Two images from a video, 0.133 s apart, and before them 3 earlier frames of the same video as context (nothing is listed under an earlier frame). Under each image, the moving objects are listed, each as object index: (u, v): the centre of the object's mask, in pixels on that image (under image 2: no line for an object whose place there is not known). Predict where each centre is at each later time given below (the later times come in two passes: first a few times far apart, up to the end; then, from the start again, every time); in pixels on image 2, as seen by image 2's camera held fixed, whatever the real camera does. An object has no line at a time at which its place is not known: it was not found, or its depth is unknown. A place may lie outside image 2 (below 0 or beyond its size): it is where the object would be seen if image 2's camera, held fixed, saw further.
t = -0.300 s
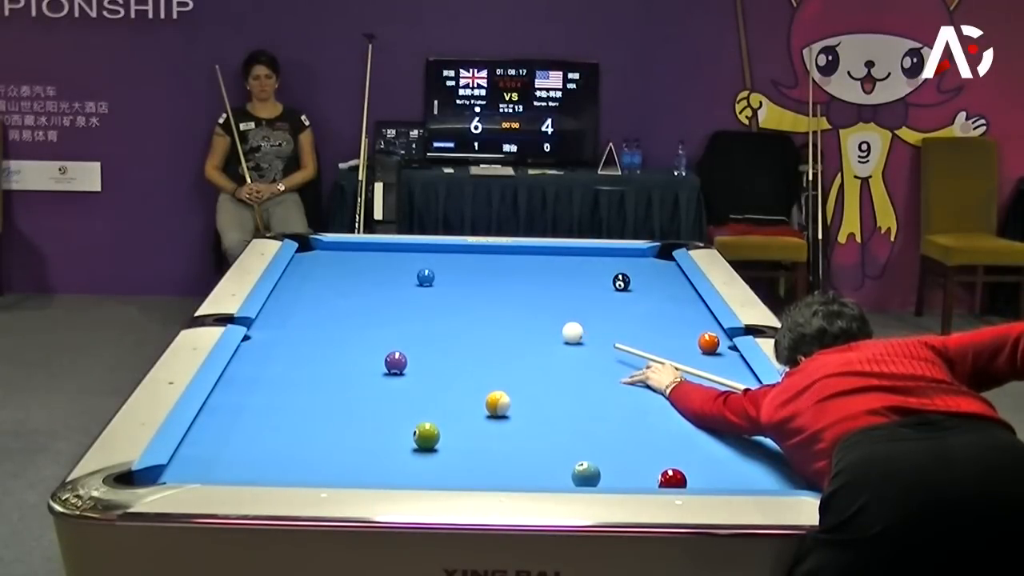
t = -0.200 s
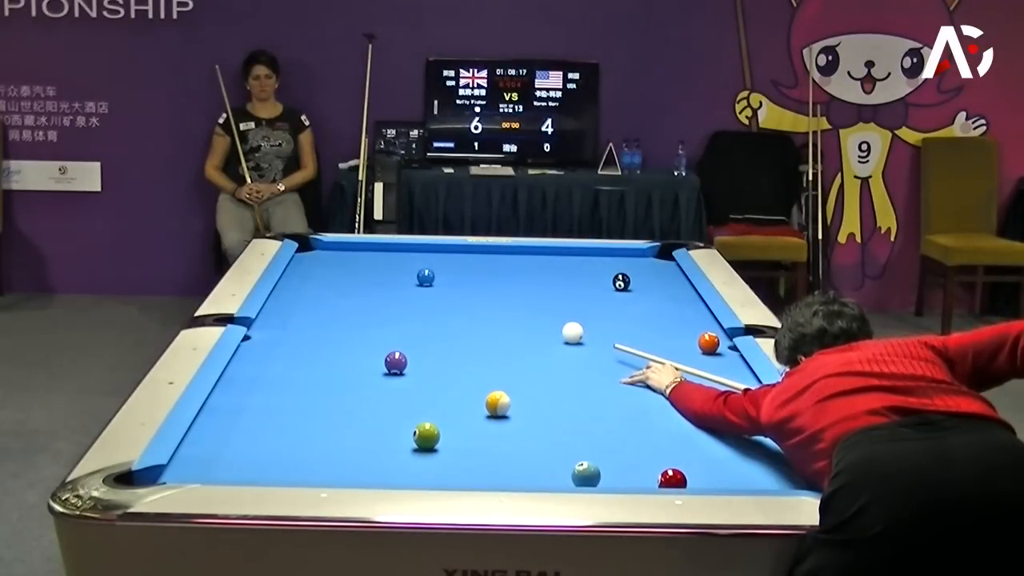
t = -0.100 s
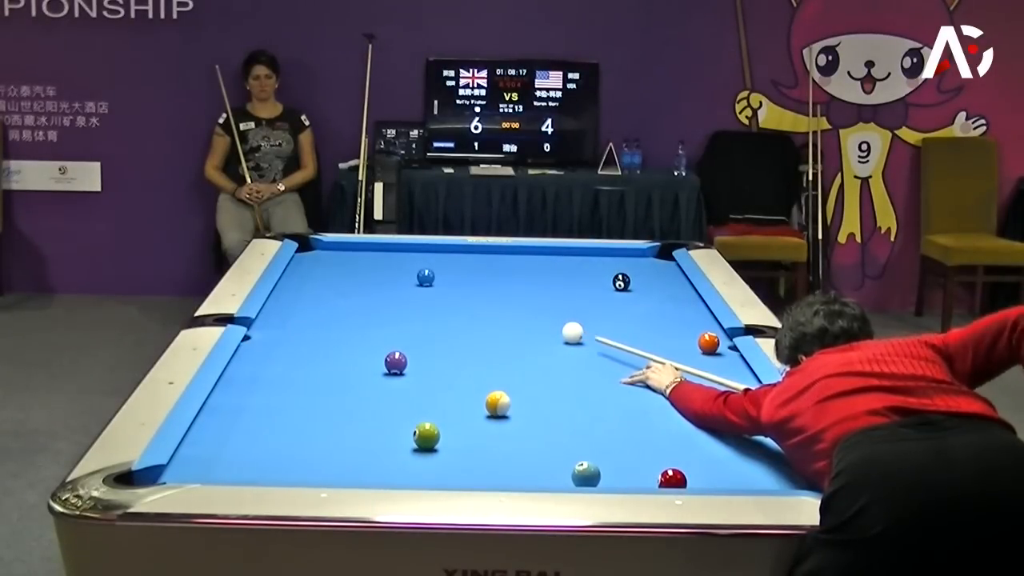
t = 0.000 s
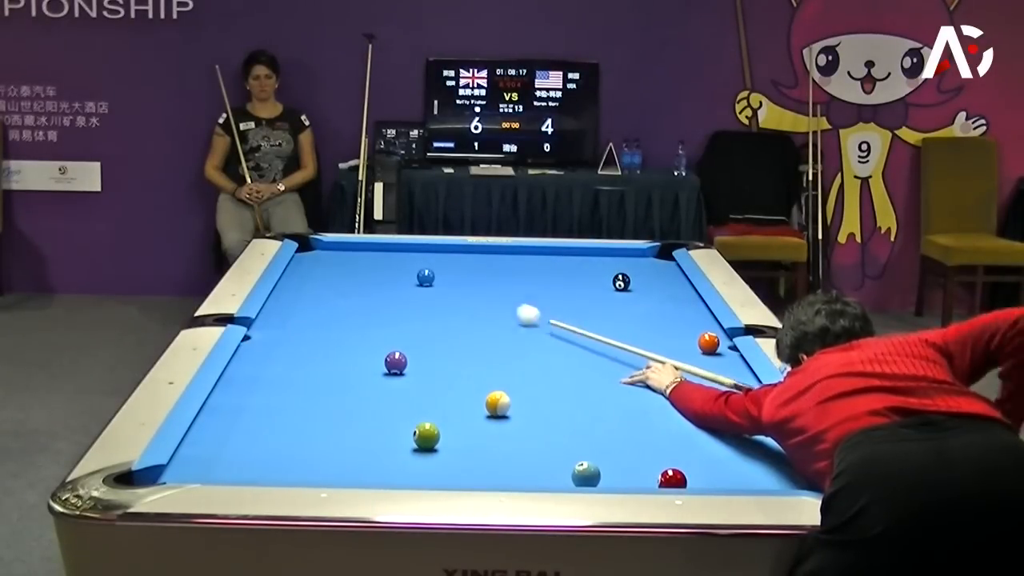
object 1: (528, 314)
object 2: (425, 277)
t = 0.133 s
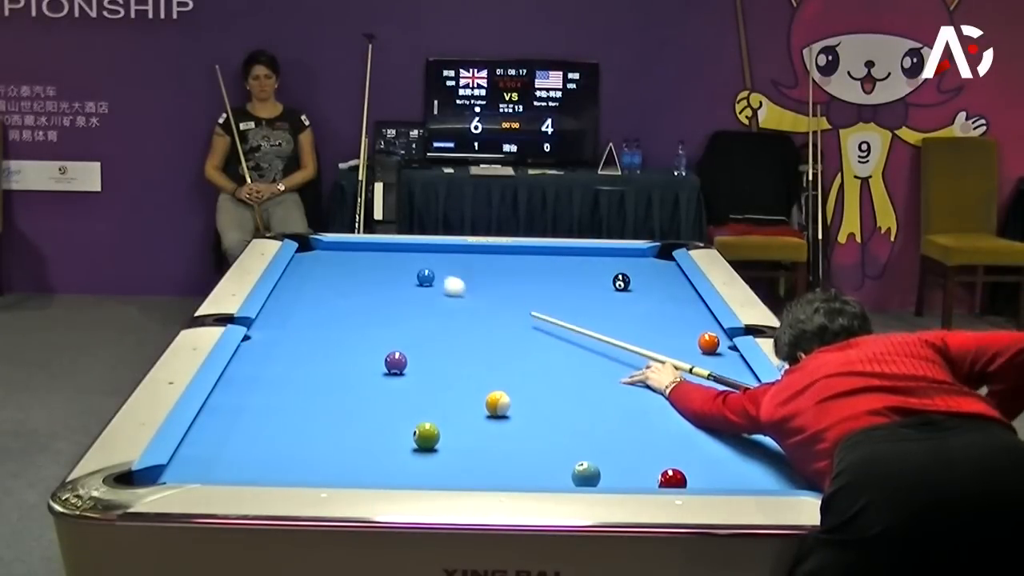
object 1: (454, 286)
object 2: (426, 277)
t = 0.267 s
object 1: (446, 277)
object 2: (373, 263)
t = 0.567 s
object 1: (453, 265)
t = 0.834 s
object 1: (448, 252)
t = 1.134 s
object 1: (451, 252)
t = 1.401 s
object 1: (457, 257)
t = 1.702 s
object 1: (464, 263)
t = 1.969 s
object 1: (470, 269)
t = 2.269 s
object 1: (477, 274)
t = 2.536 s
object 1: (483, 279)
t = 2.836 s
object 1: (489, 284)
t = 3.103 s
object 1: (494, 288)
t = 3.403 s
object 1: (499, 293)
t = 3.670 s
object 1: (503, 296)
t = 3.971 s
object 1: (508, 300)
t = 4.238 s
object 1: (511, 303)
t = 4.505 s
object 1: (514, 305)
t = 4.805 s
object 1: (516, 308)
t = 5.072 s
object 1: (518, 309)
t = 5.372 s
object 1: (520, 311)
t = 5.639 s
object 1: (521, 312)
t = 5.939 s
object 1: (521, 312)
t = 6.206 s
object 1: (521, 312)
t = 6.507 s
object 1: (520, 312)
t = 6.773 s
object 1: (520, 312)
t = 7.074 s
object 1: (520, 312)
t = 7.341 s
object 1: (520, 312)
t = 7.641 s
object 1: (520, 312)
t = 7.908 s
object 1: (520, 312)
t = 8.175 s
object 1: (520, 312)
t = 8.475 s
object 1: (520, 312)
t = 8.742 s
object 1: (521, 312)
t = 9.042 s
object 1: (520, 312)
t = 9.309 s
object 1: (520, 312)
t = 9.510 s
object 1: (520, 312)
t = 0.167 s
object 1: (438, 280)
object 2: (423, 277)
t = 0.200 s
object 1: (440, 279)
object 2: (408, 273)
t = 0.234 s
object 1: (443, 278)
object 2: (390, 268)
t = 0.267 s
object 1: (446, 277)
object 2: (373, 263)
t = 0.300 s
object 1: (449, 276)
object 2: (358, 259)
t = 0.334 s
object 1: (451, 275)
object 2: (343, 255)
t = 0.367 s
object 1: (452, 274)
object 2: (330, 250)
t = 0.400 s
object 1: (453, 272)
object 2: (315, 246)
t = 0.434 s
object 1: (454, 271)
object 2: (304, 242)
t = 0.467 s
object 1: (454, 269)
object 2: (294, 238)
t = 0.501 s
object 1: (454, 268)
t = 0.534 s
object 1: (454, 266)
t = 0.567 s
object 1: (453, 265)
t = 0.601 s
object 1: (453, 263)
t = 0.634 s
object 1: (452, 261)
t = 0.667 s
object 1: (451, 260)
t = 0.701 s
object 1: (451, 258)
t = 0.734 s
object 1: (450, 256)
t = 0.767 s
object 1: (449, 255)
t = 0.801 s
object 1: (449, 254)
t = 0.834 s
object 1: (448, 252)
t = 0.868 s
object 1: (448, 251)
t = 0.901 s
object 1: (447, 249)
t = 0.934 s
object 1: (447, 248)
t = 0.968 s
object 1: (447, 248)
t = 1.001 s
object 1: (447, 249)
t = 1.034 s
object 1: (448, 250)
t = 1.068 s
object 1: (449, 250)
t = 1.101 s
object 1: (450, 251)
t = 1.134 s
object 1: (451, 252)
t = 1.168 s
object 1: (452, 252)
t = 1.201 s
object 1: (452, 253)
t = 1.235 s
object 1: (453, 254)
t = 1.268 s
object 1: (454, 255)
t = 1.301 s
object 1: (455, 255)
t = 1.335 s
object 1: (456, 256)
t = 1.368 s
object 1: (456, 256)
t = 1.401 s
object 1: (457, 257)
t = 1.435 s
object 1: (458, 258)
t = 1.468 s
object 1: (459, 259)
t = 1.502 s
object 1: (459, 259)
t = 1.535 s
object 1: (460, 260)
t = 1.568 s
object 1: (461, 261)
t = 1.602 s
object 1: (462, 261)
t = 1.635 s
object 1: (463, 262)
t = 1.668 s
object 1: (464, 263)
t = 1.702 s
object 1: (464, 263)
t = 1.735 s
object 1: (465, 264)
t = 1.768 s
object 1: (466, 265)
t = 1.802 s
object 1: (467, 265)
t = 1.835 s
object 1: (467, 266)
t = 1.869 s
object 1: (468, 267)
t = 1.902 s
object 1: (469, 267)
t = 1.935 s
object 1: (470, 268)
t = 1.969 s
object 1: (470, 269)
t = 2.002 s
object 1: (471, 269)
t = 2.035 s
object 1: (472, 270)
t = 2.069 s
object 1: (473, 270)
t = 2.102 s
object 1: (473, 271)
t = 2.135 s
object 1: (474, 272)
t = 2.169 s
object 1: (475, 272)
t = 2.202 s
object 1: (476, 273)
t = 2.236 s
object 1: (477, 274)
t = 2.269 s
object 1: (477, 274)
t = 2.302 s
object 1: (478, 275)
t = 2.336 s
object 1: (479, 275)
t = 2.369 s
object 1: (480, 276)
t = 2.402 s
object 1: (480, 277)
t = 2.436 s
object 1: (481, 277)
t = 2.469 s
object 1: (482, 278)
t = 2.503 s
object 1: (482, 278)
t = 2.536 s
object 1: (483, 279)
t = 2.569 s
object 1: (484, 280)
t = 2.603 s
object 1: (485, 280)
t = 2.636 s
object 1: (485, 281)
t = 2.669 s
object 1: (486, 281)
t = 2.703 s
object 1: (486, 282)
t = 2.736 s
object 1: (487, 282)
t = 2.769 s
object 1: (488, 283)
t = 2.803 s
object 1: (489, 284)
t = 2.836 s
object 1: (489, 284)
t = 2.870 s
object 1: (490, 285)
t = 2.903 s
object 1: (490, 285)
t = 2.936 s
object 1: (491, 286)
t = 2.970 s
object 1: (492, 286)
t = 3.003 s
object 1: (492, 287)
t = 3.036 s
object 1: (493, 287)
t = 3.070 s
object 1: (494, 288)
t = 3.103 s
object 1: (494, 288)
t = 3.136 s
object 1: (495, 289)
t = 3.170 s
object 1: (495, 289)
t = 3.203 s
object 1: (496, 290)
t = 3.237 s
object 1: (497, 290)
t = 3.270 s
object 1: (497, 291)
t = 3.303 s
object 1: (498, 291)
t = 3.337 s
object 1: (498, 292)
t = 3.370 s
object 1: (499, 292)
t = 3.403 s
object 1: (499, 293)
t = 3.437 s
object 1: (500, 293)
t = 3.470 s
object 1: (500, 294)
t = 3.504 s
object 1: (501, 294)
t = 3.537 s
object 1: (501, 295)
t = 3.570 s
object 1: (502, 295)
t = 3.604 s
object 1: (502, 296)
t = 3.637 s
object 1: (503, 296)
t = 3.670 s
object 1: (503, 296)
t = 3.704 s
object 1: (504, 297)
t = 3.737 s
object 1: (504, 297)
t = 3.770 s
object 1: (505, 298)
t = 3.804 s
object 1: (505, 298)
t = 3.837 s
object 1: (506, 298)
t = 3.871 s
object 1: (506, 299)
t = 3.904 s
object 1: (507, 299)
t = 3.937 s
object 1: (507, 300)
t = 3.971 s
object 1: (508, 300)
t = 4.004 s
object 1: (508, 300)
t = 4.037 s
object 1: (509, 301)
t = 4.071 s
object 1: (509, 301)
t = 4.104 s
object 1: (509, 301)
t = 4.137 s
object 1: (510, 302)
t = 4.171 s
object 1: (510, 302)
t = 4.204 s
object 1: (511, 303)
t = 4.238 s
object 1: (511, 303)
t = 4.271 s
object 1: (511, 303)
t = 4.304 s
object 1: (512, 304)
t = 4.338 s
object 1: (512, 304)
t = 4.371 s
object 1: (512, 304)
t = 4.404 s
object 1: (513, 305)
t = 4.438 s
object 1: (513, 305)
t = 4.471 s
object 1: (513, 305)
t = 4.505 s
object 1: (514, 305)
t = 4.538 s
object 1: (514, 306)
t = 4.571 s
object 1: (514, 306)
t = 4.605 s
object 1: (514, 306)
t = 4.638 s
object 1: (515, 306)
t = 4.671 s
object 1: (515, 307)
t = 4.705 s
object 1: (515, 307)
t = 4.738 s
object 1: (515, 307)
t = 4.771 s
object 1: (516, 307)
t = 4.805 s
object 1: (516, 308)
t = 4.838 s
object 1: (516, 308)
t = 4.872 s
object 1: (516, 308)
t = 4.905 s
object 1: (517, 308)
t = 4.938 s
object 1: (517, 309)
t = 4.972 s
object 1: (517, 309)
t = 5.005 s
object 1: (517, 309)
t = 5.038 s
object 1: (518, 309)
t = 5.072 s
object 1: (518, 309)
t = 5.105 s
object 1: (518, 310)
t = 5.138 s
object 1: (518, 310)
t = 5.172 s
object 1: (518, 310)
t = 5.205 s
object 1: (519, 310)
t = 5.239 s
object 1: (519, 310)
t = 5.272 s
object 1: (519, 310)
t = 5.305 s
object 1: (519, 311)
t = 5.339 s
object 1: (519, 310)
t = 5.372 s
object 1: (520, 311)
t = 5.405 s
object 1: (520, 311)
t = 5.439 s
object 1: (520, 311)
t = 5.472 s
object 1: (520, 311)
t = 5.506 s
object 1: (520, 311)
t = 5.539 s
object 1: (520, 311)
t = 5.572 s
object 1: (520, 311)
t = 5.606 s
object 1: (521, 311)
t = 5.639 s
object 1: (521, 312)
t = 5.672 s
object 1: (521, 312)
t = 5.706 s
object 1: (521, 312)
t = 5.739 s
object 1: (521, 312)
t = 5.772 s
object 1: (521, 312)
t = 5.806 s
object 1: (521, 312)
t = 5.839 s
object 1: (521, 312)
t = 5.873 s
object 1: (521, 312)
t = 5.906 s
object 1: (521, 312)
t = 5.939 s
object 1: (521, 312)
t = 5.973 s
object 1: (521, 312)
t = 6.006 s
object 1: (521, 312)
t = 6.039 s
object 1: (521, 312)
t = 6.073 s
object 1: (521, 312)
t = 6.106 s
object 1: (521, 312)
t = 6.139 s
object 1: (521, 312)
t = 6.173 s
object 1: (520, 312)
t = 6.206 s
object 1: (521, 312)
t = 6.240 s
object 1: (521, 312)
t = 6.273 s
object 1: (520, 312)
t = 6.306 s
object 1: (520, 312)
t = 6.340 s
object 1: (520, 312)
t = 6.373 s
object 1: (520, 312)
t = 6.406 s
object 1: (521, 312)
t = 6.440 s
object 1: (520, 312)
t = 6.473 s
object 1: (520, 312)
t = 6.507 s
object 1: (520, 312)
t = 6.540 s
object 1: (520, 312)
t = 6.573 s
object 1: (520, 312)
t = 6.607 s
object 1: (520, 312)
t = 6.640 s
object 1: (520, 312)
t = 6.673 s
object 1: (520, 312)
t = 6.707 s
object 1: (520, 312)
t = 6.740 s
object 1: (520, 312)
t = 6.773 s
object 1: (520, 312)
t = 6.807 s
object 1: (520, 312)
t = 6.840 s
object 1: (520, 312)
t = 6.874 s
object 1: (520, 312)
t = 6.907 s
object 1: (520, 312)
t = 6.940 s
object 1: (520, 312)
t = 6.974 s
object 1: (520, 312)
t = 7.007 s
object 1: (520, 312)
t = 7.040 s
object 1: (520, 312)
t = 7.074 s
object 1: (520, 312)
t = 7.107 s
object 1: (520, 312)
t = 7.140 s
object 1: (520, 312)
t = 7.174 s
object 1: (520, 312)
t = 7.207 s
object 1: (520, 312)
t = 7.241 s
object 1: (520, 312)
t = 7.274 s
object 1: (520, 312)
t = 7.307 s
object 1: (520, 312)
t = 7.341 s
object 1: (520, 312)
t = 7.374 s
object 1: (520, 312)
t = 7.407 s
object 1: (520, 312)
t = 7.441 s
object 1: (520, 312)
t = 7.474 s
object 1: (520, 312)
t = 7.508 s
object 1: (520, 312)
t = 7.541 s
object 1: (520, 312)
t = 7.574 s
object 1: (520, 312)
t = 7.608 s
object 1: (520, 312)
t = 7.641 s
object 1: (520, 312)
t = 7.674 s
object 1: (520, 312)
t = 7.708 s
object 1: (520, 312)
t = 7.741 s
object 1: (520, 312)
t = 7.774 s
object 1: (520, 312)
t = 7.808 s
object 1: (520, 312)
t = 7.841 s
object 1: (520, 312)
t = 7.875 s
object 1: (520, 312)
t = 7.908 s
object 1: (520, 312)
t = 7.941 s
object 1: (521, 312)
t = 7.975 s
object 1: (520, 312)
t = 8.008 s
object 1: (520, 312)
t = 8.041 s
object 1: (520, 312)
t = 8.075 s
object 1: (520, 312)
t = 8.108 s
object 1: (520, 312)
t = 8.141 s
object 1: (520, 312)
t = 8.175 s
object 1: (520, 312)
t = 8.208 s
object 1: (520, 312)
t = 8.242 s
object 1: (520, 312)
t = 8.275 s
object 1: (520, 312)
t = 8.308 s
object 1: (520, 312)
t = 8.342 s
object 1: (520, 312)
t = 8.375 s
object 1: (521, 312)
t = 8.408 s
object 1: (521, 312)
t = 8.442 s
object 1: (520, 312)
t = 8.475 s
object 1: (520, 312)
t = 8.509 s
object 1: (520, 312)
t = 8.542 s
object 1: (520, 312)
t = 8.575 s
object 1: (521, 312)
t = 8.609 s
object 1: (521, 312)
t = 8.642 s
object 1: (521, 312)
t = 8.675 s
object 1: (521, 312)
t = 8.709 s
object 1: (521, 312)
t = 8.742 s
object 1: (521, 312)
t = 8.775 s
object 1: (520, 312)
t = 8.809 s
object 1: (520, 312)
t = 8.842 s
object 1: (520, 312)
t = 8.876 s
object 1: (520, 312)
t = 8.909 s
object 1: (520, 312)
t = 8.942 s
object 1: (520, 312)
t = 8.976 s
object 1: (521, 312)
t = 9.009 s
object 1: (520, 312)
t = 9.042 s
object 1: (520, 312)
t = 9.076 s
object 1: (520, 312)
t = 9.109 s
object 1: (520, 312)
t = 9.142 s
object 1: (521, 312)
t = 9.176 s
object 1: (521, 312)
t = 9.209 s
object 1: (520, 312)
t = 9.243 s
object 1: (520, 312)
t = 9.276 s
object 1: (520, 312)
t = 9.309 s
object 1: (520, 312)
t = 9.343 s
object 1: (520, 312)
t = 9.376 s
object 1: (520, 312)
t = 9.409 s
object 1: (520, 312)
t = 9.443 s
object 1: (520, 312)
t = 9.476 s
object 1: (521, 312)
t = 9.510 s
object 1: (520, 312)
